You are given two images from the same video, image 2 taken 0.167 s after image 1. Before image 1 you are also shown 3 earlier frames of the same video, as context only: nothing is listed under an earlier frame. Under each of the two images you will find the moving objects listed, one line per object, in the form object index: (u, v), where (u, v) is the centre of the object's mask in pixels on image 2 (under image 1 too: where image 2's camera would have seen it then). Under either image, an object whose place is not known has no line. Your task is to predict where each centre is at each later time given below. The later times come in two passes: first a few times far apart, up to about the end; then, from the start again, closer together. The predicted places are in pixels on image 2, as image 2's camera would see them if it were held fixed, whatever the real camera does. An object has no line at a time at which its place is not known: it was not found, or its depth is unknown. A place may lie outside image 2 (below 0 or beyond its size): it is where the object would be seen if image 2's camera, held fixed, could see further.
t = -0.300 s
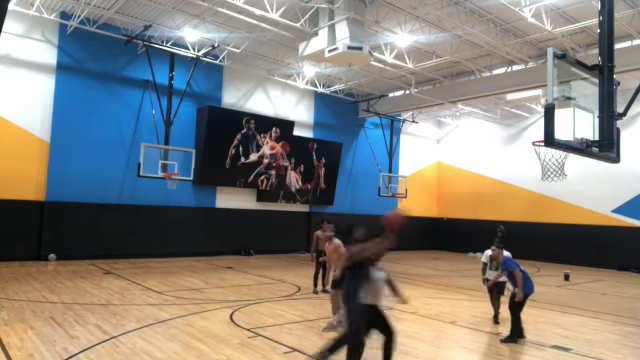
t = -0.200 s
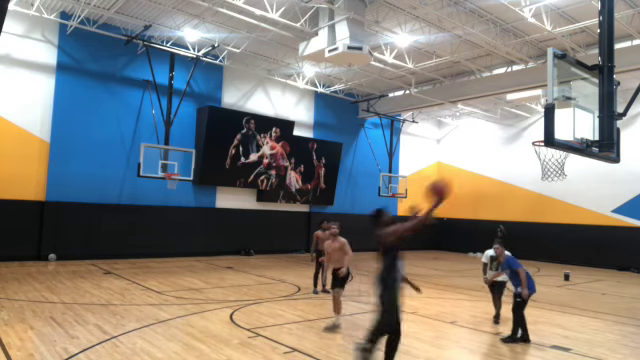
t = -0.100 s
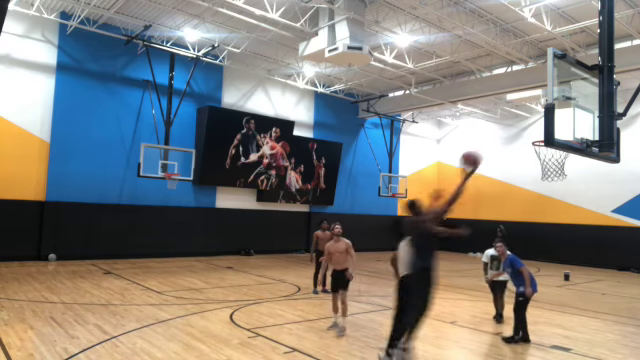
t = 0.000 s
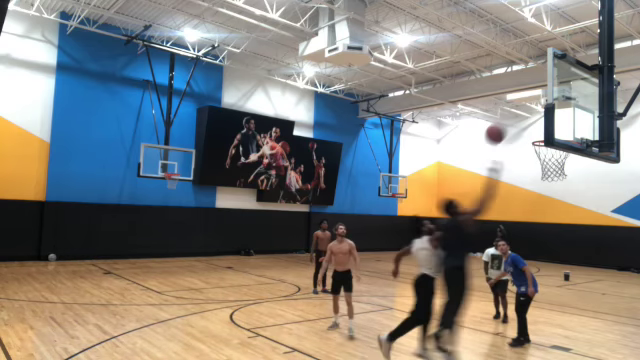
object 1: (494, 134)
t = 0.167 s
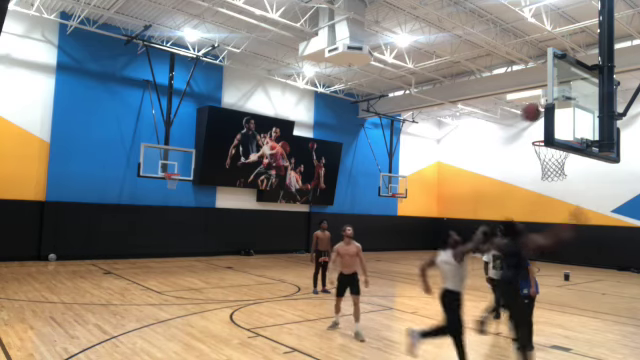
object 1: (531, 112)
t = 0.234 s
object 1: (541, 109)
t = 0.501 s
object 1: (563, 129)
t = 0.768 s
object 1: (535, 130)
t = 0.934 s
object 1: (526, 134)
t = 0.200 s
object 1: (537, 110)
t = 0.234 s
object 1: (541, 109)
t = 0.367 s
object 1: (566, 114)
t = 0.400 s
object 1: (565, 117)
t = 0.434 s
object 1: (564, 120)
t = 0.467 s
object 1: (564, 124)
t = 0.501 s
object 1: (563, 129)
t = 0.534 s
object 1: (563, 133)
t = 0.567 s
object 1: (561, 135)
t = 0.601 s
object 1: (558, 135)
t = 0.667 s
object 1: (538, 137)
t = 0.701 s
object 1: (537, 134)
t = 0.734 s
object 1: (537, 132)
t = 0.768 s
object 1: (535, 130)
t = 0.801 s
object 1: (534, 129)
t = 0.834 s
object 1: (532, 129)
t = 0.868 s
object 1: (530, 130)
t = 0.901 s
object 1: (527, 132)
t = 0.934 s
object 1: (526, 134)
